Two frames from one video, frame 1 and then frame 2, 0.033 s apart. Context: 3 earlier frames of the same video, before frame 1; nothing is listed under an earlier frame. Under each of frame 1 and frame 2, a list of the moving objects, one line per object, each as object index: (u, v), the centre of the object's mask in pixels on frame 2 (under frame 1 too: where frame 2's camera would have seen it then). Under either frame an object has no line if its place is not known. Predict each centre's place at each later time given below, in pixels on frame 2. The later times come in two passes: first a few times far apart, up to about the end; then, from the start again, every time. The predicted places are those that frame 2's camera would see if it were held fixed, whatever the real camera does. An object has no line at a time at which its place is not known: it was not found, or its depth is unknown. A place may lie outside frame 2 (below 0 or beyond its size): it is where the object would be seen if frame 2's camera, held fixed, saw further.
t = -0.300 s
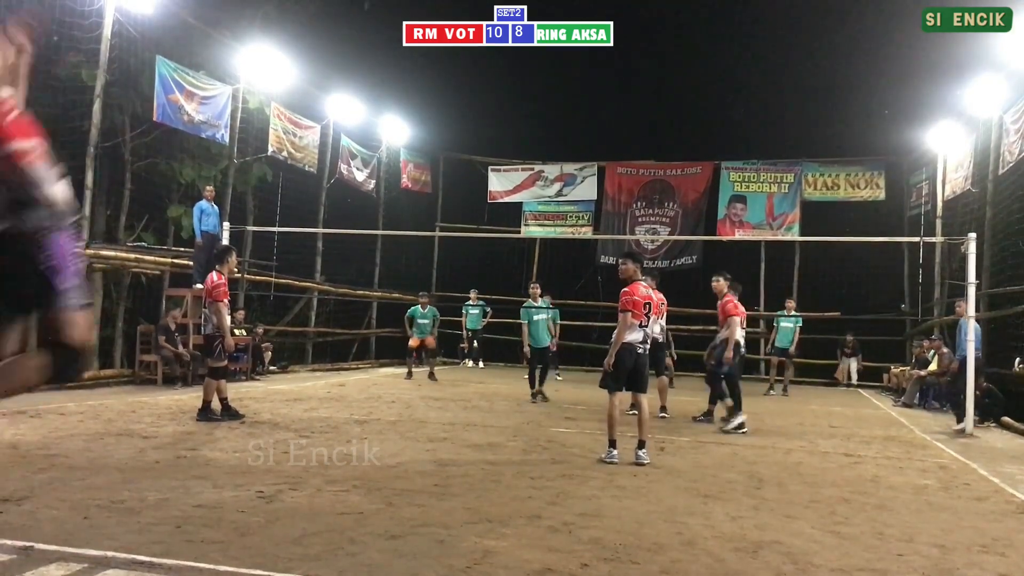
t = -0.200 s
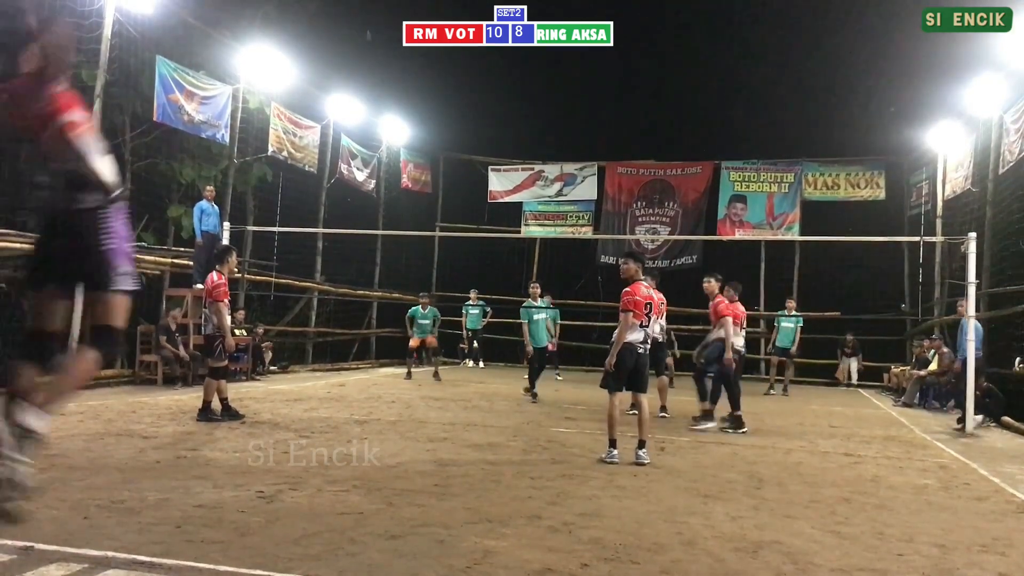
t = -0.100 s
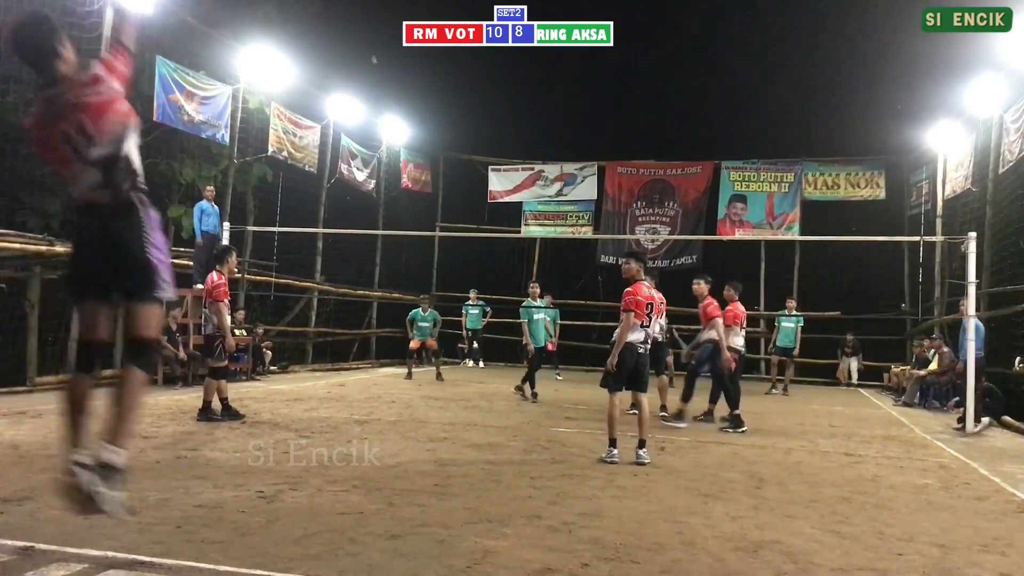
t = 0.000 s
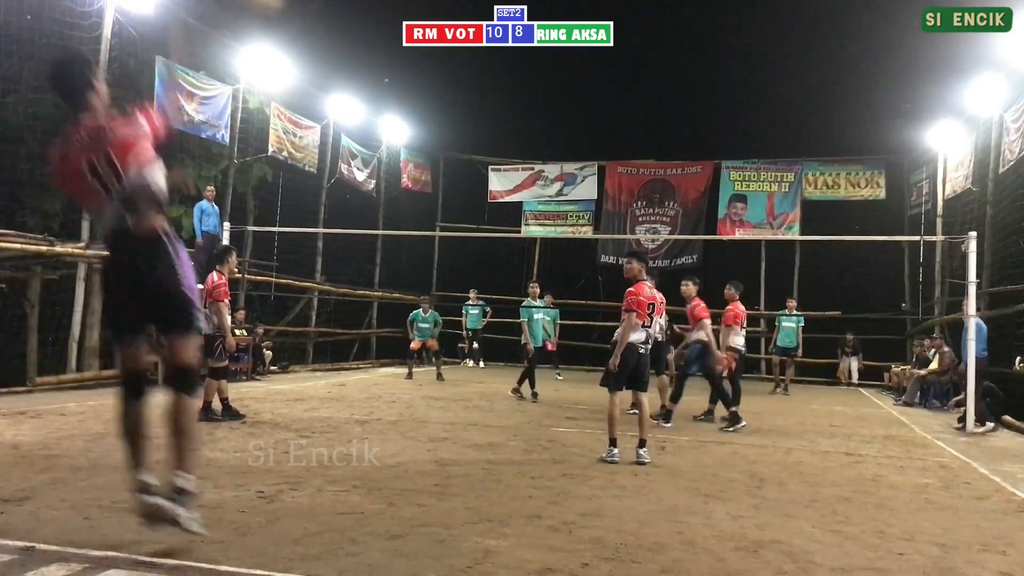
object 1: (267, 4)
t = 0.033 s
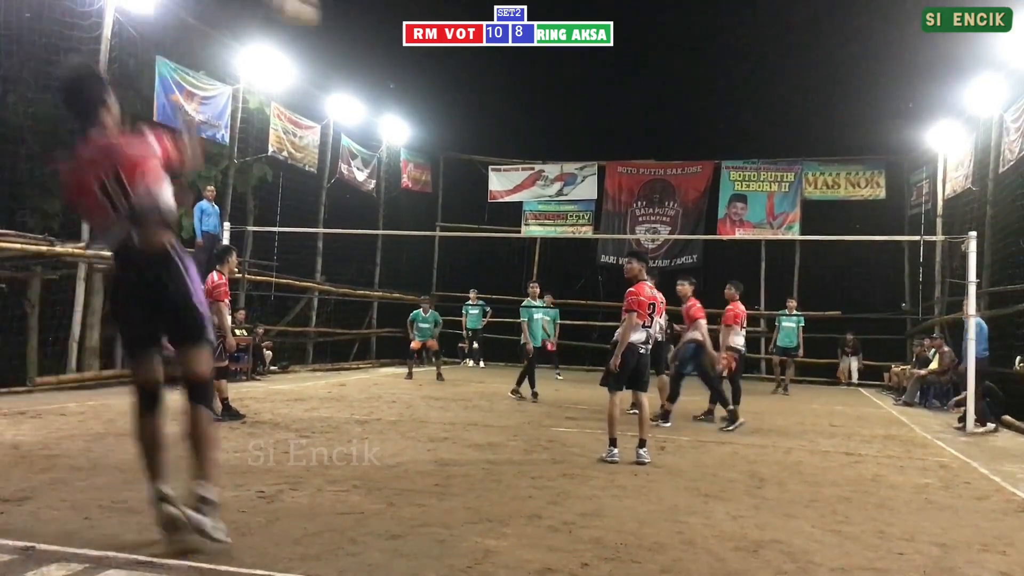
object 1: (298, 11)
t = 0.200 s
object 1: (416, 68)
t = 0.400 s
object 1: (496, 133)
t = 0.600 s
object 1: (546, 190)
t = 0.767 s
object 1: (577, 243)
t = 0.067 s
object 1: (323, 19)
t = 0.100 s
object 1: (352, 32)
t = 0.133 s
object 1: (376, 45)
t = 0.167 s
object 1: (397, 57)
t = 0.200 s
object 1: (416, 68)
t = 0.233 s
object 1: (432, 79)
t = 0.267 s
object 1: (448, 90)
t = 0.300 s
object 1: (462, 102)
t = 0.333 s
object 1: (475, 112)
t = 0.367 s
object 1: (486, 123)
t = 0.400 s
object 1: (496, 133)
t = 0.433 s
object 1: (506, 143)
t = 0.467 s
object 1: (515, 152)
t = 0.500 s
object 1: (523, 162)
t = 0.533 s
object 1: (533, 173)
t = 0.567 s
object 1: (538, 180)
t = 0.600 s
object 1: (546, 190)
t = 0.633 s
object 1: (553, 199)
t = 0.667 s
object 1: (559, 212)
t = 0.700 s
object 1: (565, 220)
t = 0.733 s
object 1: (575, 229)
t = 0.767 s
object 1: (577, 243)
